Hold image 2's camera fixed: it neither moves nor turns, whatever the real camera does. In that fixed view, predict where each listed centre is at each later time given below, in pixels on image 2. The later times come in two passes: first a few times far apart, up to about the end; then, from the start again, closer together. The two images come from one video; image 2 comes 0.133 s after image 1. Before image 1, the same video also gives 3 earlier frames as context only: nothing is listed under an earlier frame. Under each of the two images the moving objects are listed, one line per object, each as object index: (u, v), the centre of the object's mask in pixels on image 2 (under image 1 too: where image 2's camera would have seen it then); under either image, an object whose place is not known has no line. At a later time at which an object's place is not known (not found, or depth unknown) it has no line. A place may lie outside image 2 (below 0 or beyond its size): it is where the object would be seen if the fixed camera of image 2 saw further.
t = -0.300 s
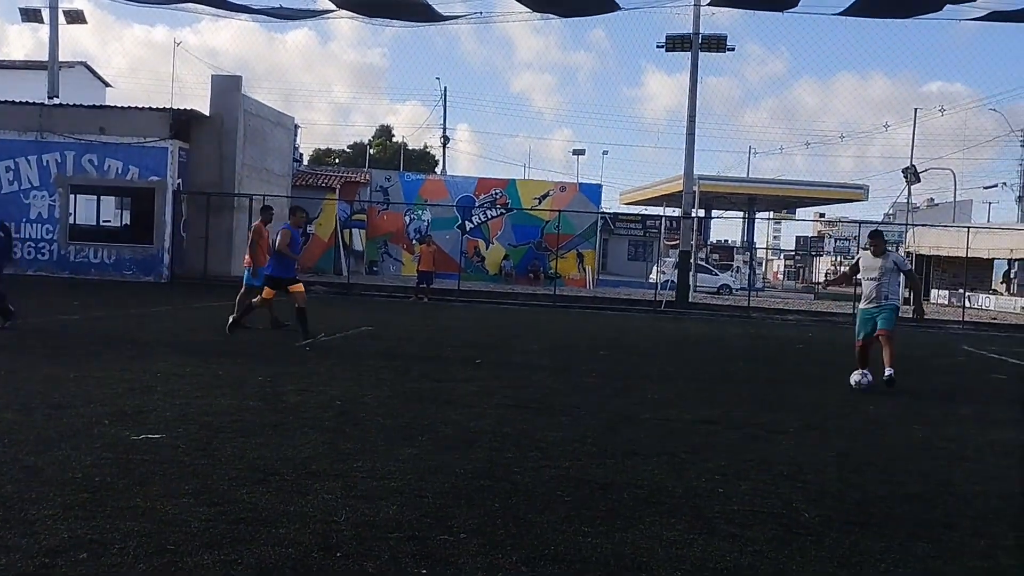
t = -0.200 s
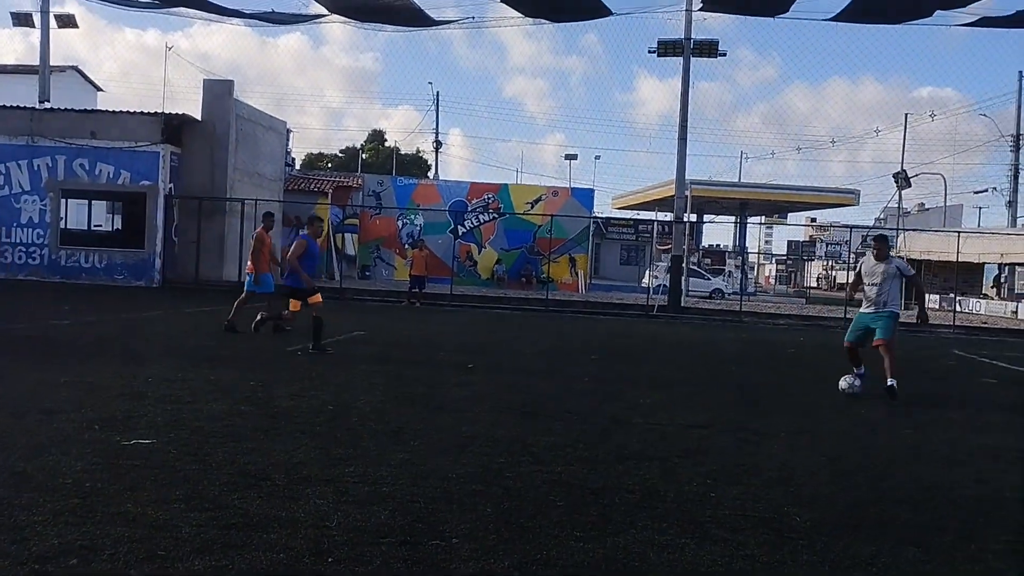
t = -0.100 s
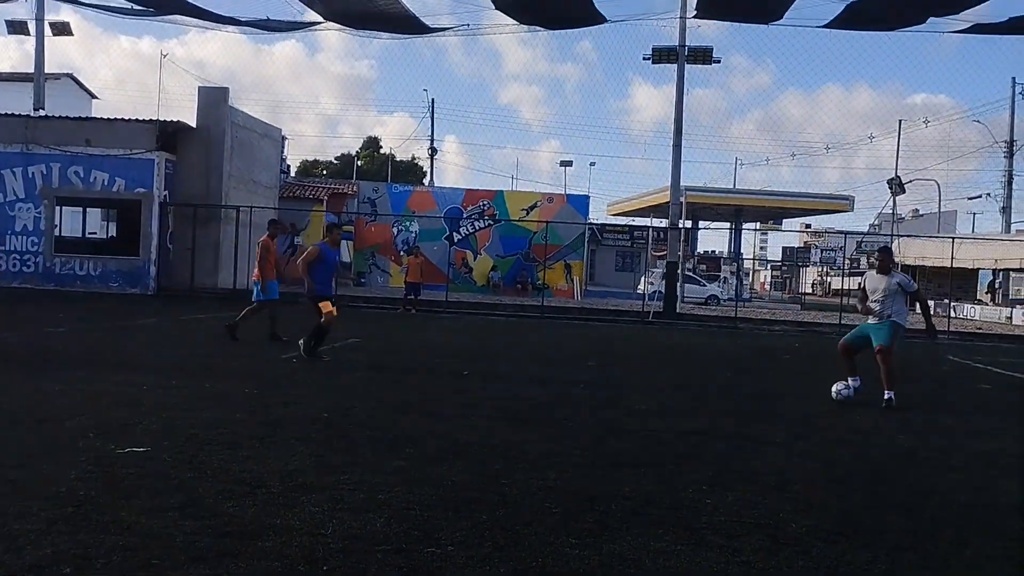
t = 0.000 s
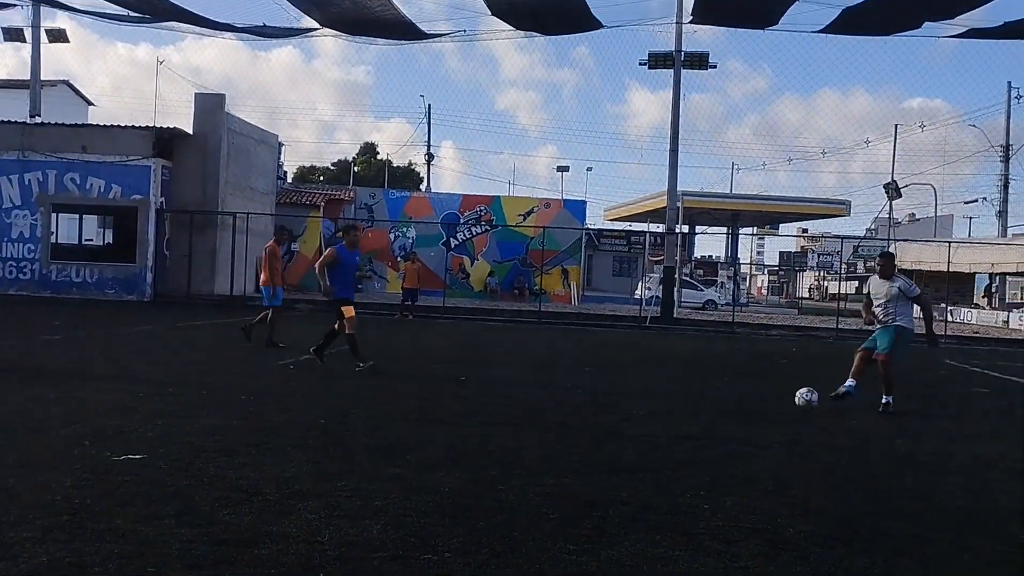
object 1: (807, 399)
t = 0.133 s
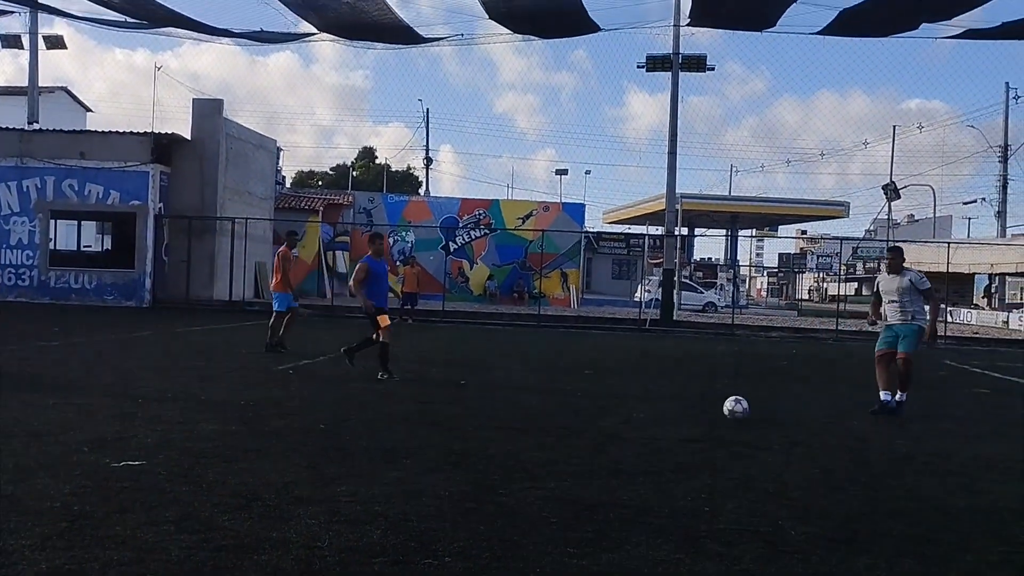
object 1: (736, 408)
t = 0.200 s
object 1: (698, 414)
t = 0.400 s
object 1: (575, 426)
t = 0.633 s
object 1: (421, 441)
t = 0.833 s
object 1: (259, 462)
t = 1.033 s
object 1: (48, 486)
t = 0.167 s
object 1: (717, 411)
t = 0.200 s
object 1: (698, 414)
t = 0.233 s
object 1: (678, 415)
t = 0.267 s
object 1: (658, 418)
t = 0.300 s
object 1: (638, 420)
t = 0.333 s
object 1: (618, 420)
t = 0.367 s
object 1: (597, 423)
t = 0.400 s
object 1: (575, 426)
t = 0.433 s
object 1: (554, 428)
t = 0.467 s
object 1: (533, 429)
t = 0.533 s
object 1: (489, 435)
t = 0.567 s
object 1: (466, 437)
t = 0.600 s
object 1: (444, 439)
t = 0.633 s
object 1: (421, 441)
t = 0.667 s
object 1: (396, 446)
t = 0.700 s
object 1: (371, 449)
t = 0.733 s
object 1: (345, 452)
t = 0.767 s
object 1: (318, 456)
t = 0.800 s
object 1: (289, 458)
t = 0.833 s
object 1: (259, 462)
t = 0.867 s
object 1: (228, 464)
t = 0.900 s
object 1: (196, 469)
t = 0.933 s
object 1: (161, 472)
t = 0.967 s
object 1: (126, 474)
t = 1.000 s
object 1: (89, 478)
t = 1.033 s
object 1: (48, 486)
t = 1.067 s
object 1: (7, 491)
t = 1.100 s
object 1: (-37, 495)
